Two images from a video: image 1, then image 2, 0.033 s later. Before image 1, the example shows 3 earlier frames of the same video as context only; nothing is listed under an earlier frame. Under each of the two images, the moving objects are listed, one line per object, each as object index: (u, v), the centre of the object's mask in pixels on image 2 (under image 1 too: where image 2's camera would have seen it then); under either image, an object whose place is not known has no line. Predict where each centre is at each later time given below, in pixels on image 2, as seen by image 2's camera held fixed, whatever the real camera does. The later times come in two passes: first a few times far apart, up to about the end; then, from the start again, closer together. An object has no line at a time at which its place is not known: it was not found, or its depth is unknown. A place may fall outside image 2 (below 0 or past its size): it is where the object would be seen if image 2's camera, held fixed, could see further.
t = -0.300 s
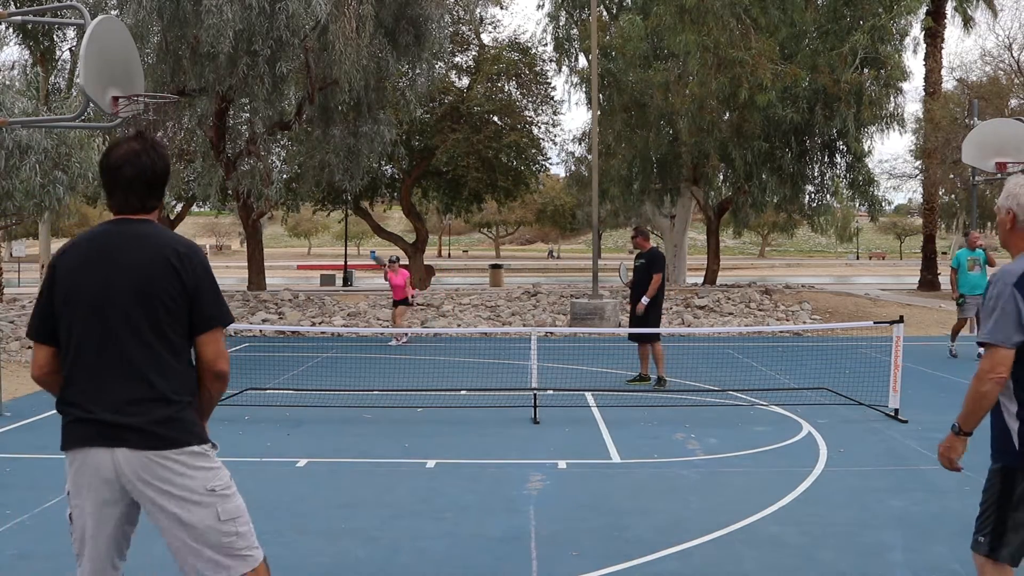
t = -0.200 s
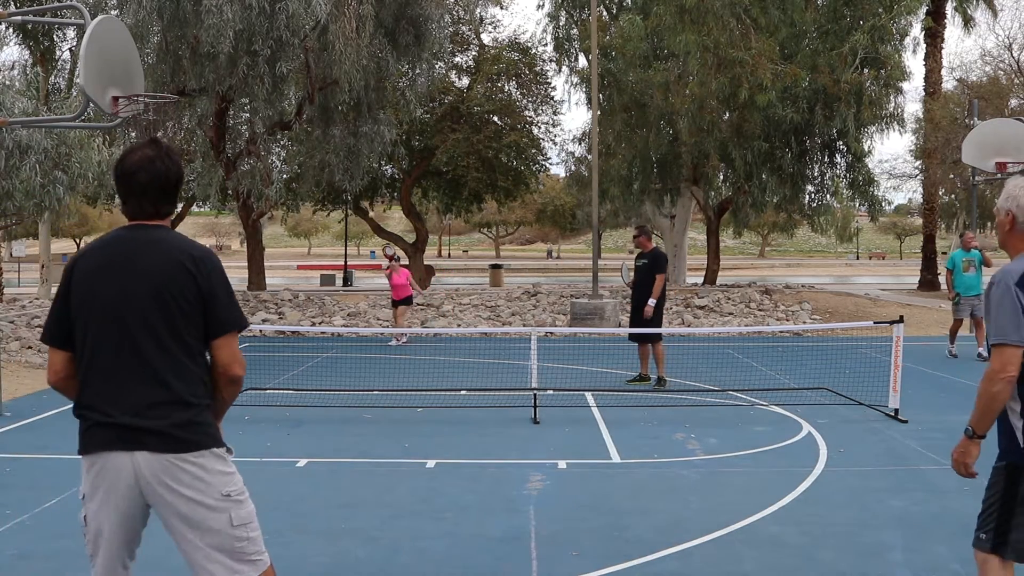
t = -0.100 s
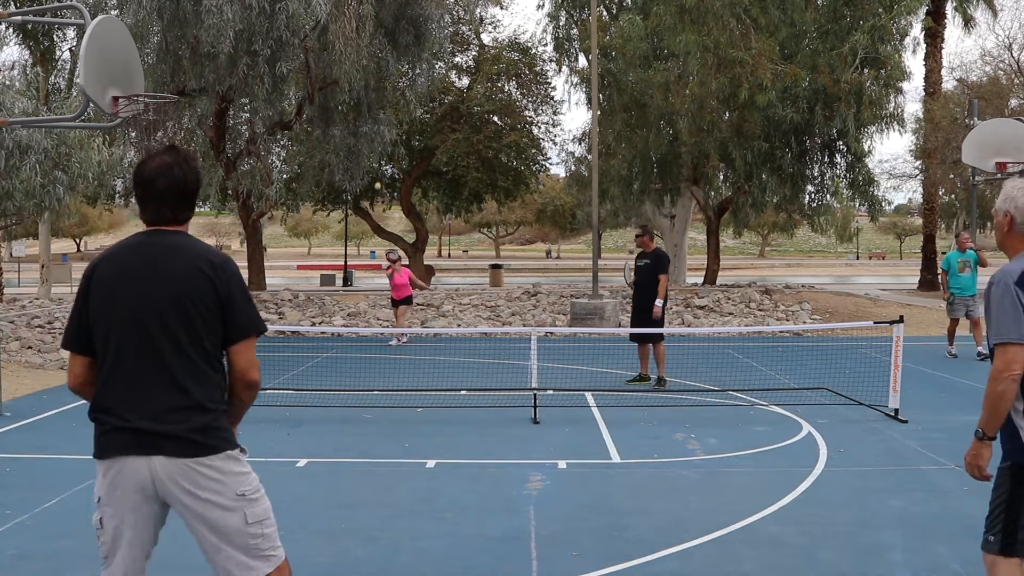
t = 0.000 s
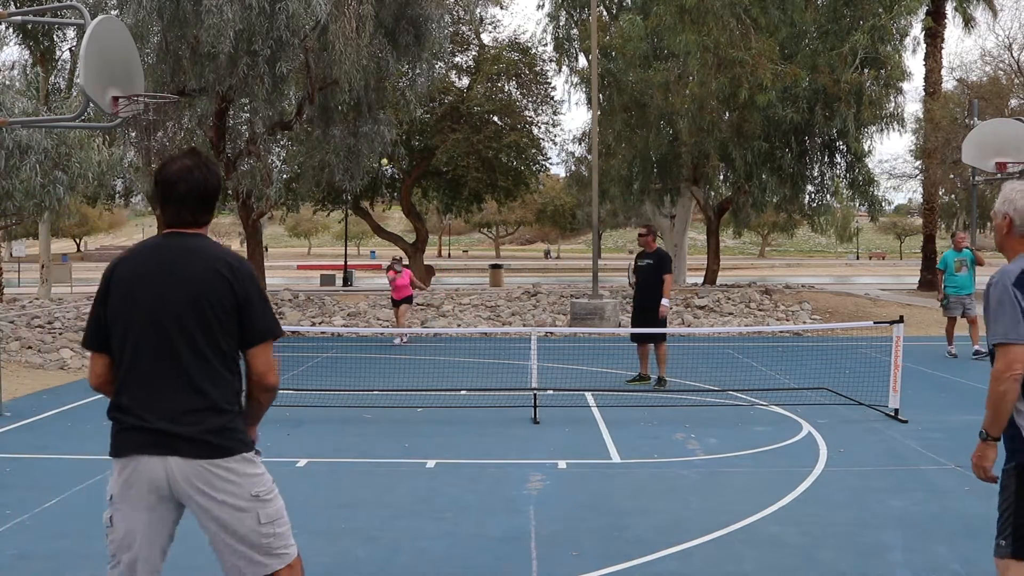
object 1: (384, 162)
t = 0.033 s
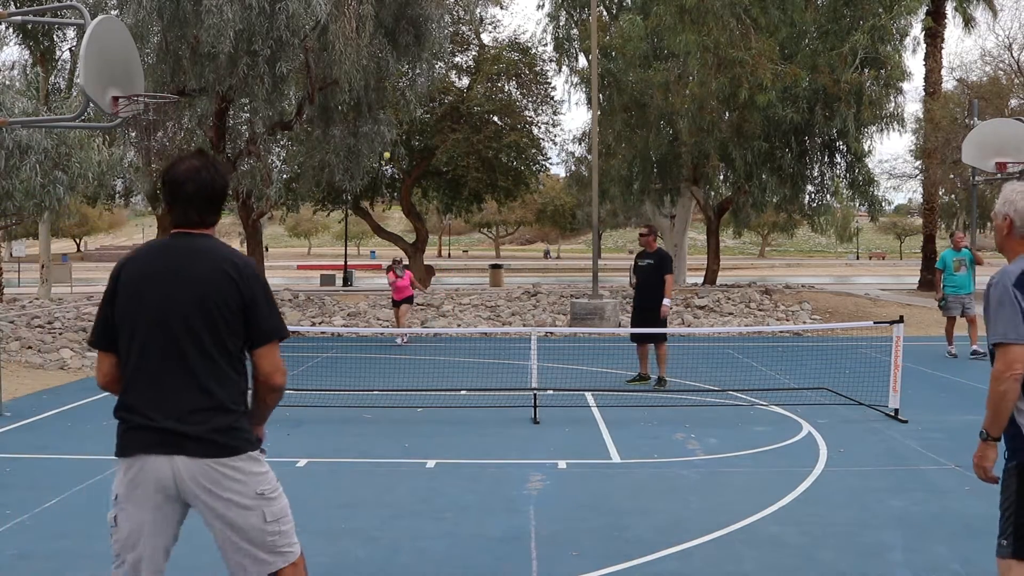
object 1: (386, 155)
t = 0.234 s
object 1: (402, 130)
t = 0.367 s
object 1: (413, 133)
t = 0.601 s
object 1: (437, 194)
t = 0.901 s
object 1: (485, 469)
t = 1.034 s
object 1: (508, 555)
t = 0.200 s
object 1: (399, 133)
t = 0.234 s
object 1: (402, 130)
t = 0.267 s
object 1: (404, 129)
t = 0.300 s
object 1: (407, 129)
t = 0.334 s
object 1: (410, 131)
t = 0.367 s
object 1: (413, 133)
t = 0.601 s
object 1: (437, 194)
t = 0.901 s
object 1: (485, 469)
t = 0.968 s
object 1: (499, 571)
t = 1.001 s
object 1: (505, 571)
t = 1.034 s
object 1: (508, 555)
